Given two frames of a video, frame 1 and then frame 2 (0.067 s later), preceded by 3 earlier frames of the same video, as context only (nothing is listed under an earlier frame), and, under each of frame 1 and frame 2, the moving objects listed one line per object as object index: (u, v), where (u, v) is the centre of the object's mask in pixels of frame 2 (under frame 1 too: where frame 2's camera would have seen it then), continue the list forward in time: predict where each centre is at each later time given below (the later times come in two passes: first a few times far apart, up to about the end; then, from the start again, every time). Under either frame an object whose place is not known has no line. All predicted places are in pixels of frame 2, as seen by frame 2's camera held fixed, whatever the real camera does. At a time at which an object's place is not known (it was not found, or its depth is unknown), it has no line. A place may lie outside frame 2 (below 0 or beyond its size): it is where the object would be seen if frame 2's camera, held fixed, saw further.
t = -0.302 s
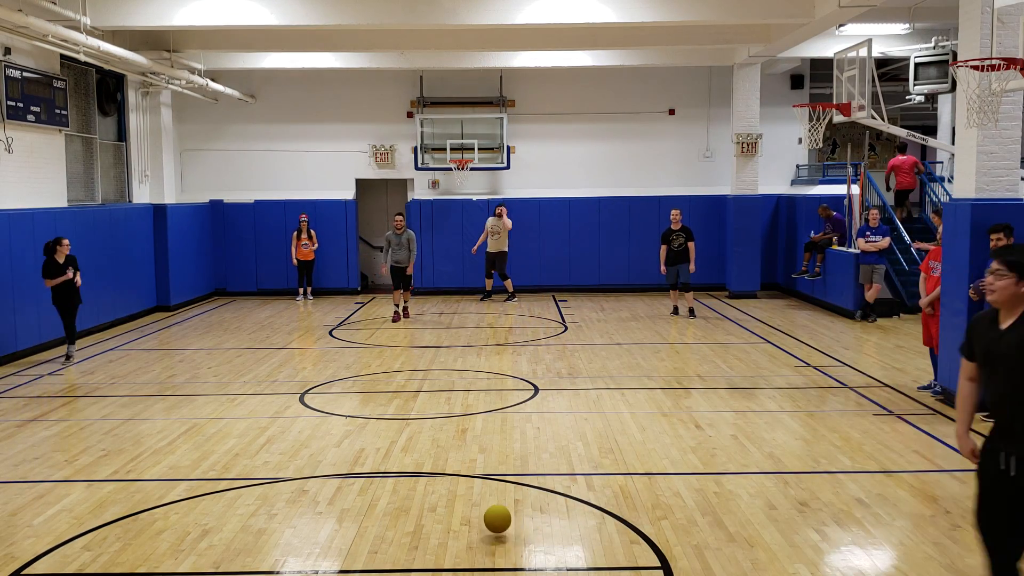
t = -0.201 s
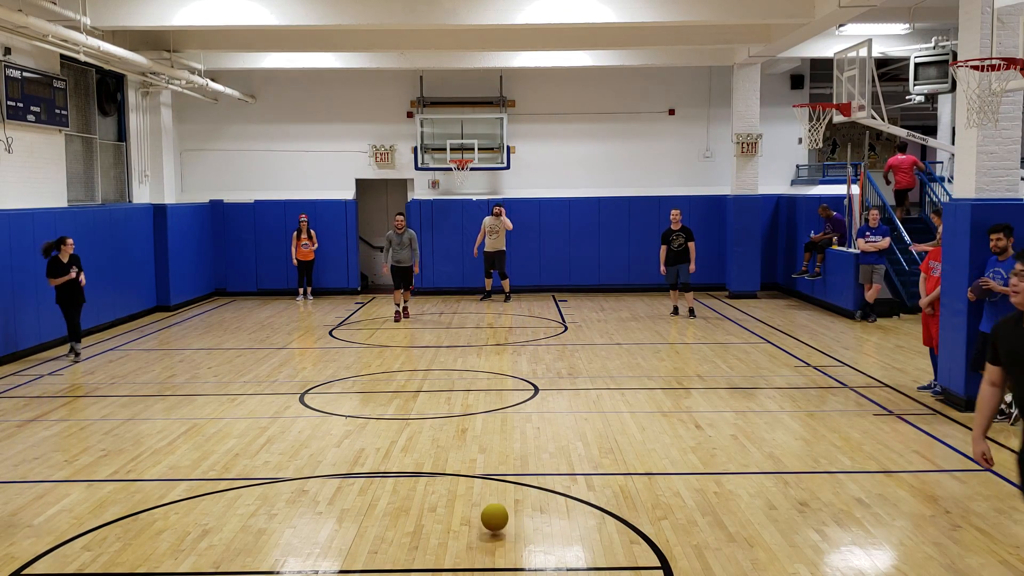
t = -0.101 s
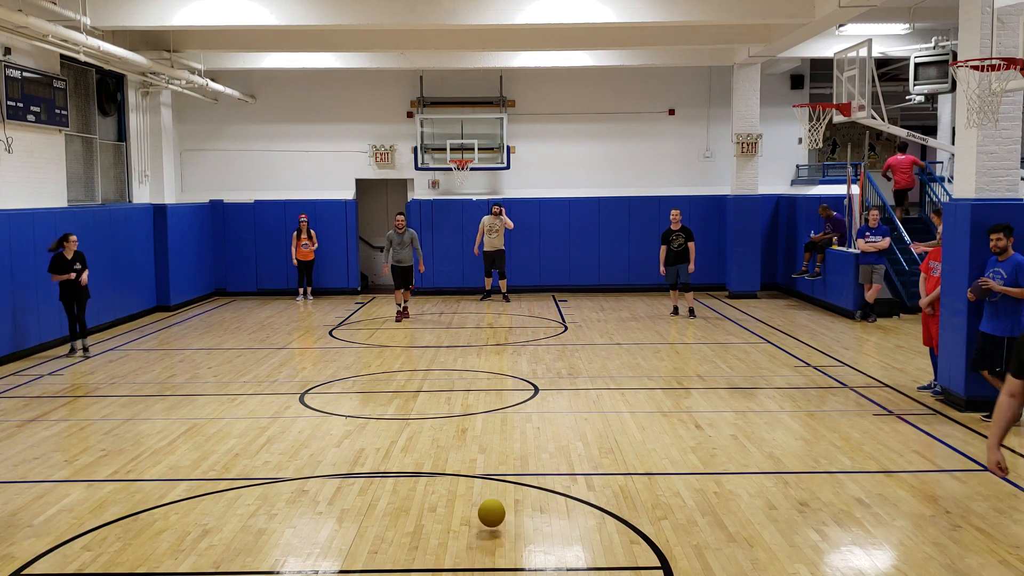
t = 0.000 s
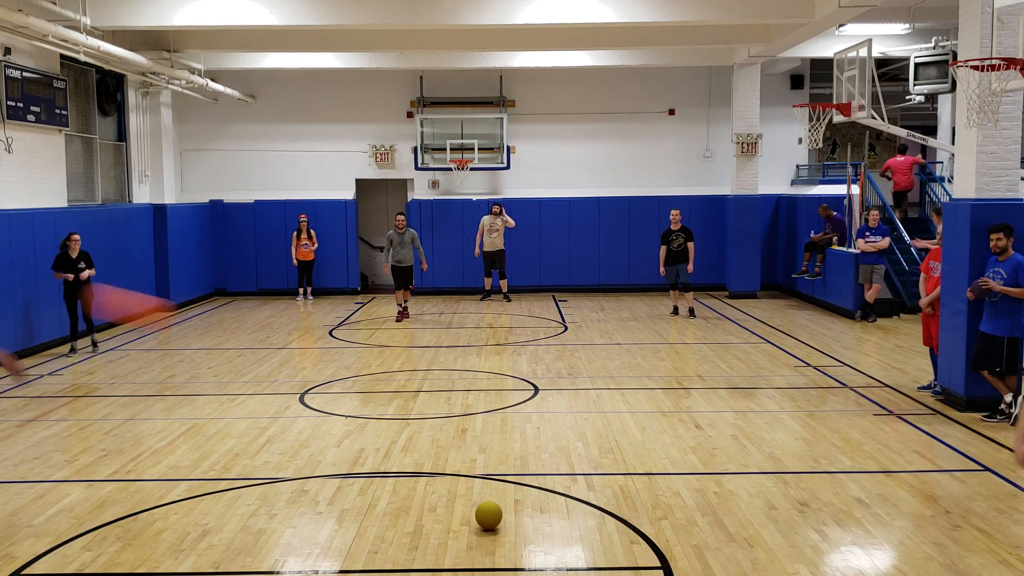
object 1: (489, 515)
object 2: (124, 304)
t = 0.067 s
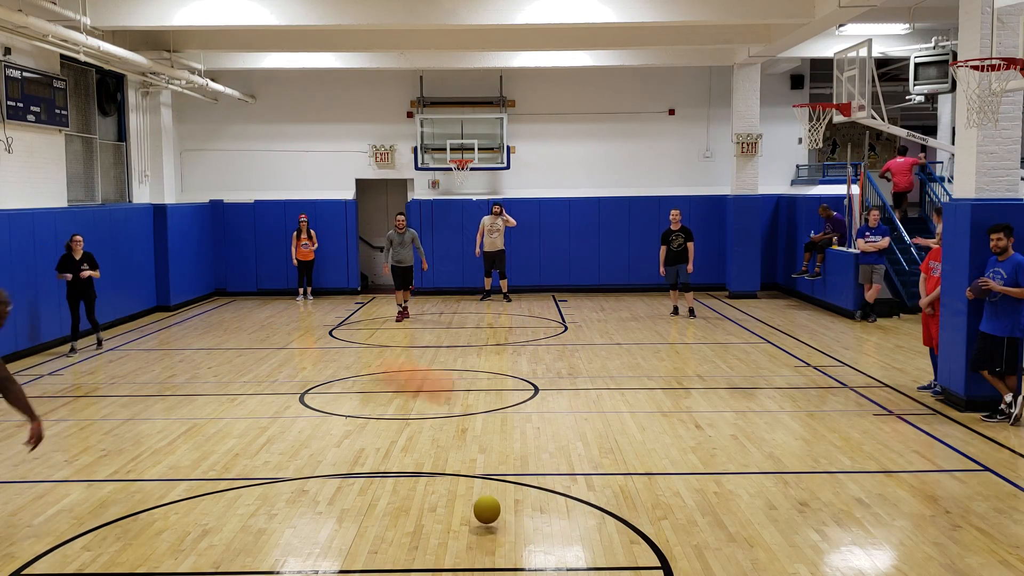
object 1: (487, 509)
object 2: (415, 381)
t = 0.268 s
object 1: (482, 507)
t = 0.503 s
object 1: (476, 506)
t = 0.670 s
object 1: (472, 504)
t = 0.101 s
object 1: (486, 509)
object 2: (562, 422)
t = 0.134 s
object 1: (485, 511)
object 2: (699, 458)
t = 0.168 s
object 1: (484, 514)
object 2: (851, 503)
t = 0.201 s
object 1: (483, 512)
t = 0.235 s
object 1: (483, 508)
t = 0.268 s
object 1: (482, 507)
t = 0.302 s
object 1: (481, 507)
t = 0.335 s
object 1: (480, 509)
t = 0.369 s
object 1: (479, 510)
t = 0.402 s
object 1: (478, 506)
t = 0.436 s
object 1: (477, 504)
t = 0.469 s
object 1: (477, 504)
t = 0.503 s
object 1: (476, 506)
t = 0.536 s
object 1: (475, 507)
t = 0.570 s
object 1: (474, 504)
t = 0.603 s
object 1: (474, 503)
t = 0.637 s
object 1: (473, 503)
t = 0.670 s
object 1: (472, 504)
